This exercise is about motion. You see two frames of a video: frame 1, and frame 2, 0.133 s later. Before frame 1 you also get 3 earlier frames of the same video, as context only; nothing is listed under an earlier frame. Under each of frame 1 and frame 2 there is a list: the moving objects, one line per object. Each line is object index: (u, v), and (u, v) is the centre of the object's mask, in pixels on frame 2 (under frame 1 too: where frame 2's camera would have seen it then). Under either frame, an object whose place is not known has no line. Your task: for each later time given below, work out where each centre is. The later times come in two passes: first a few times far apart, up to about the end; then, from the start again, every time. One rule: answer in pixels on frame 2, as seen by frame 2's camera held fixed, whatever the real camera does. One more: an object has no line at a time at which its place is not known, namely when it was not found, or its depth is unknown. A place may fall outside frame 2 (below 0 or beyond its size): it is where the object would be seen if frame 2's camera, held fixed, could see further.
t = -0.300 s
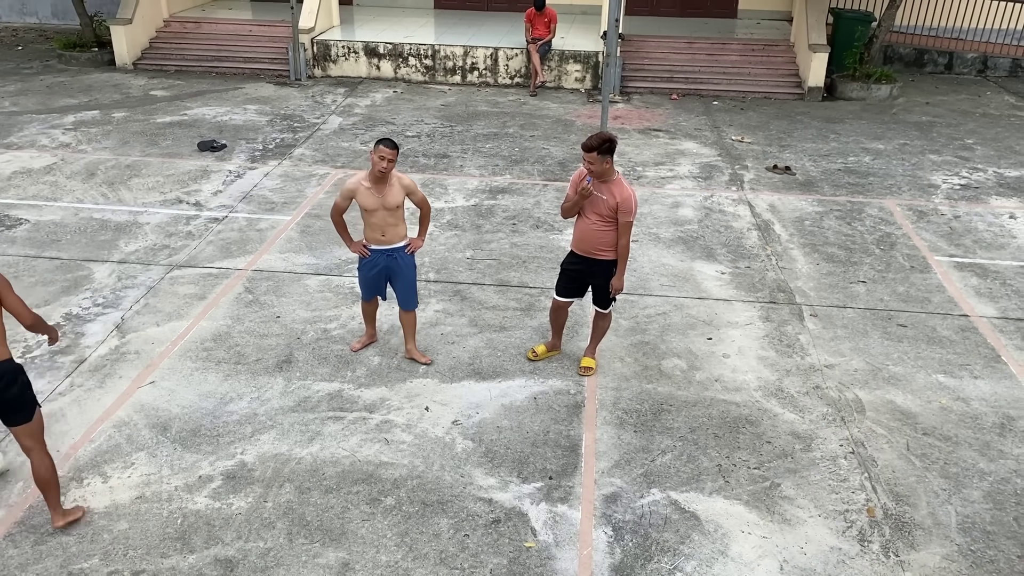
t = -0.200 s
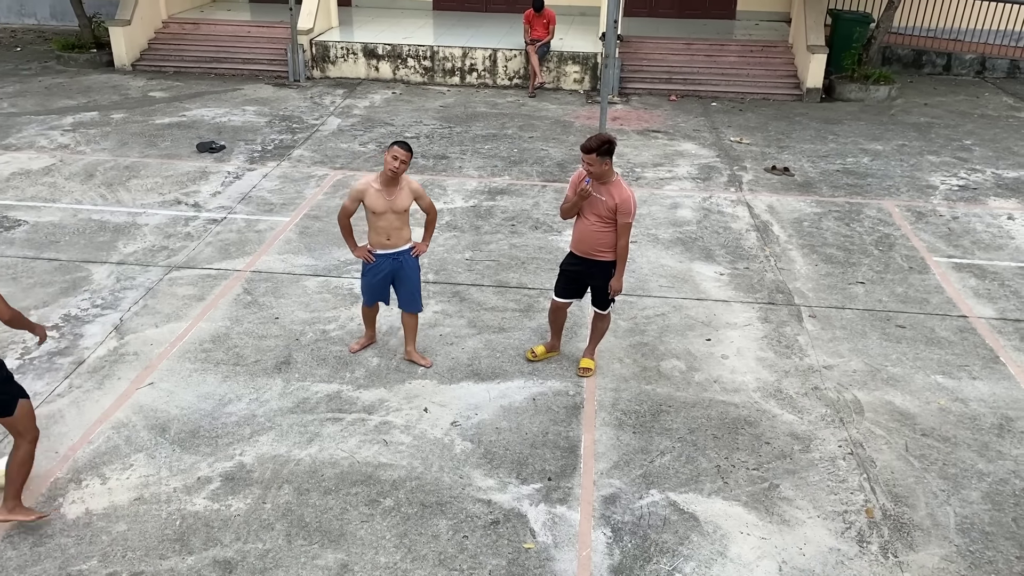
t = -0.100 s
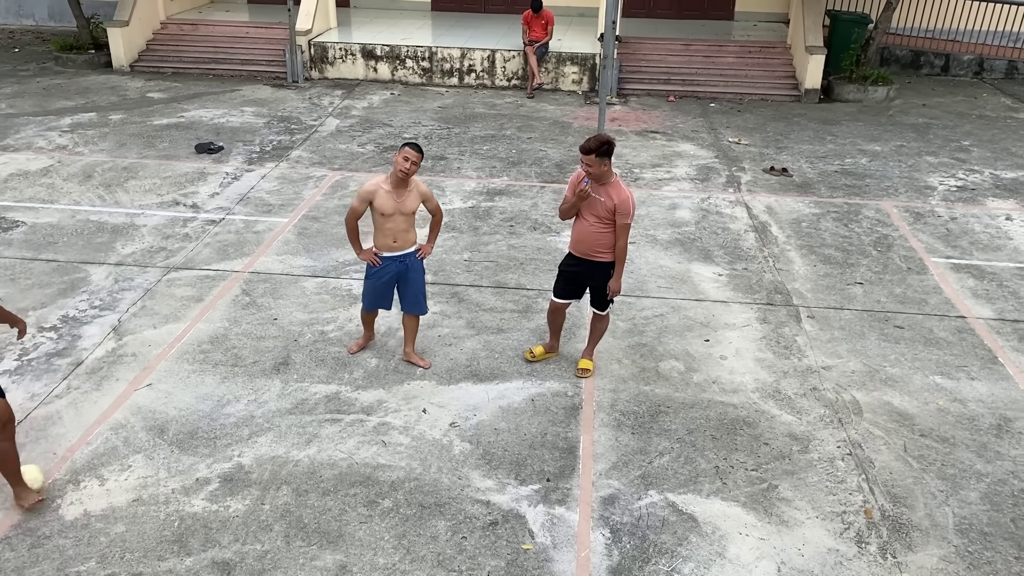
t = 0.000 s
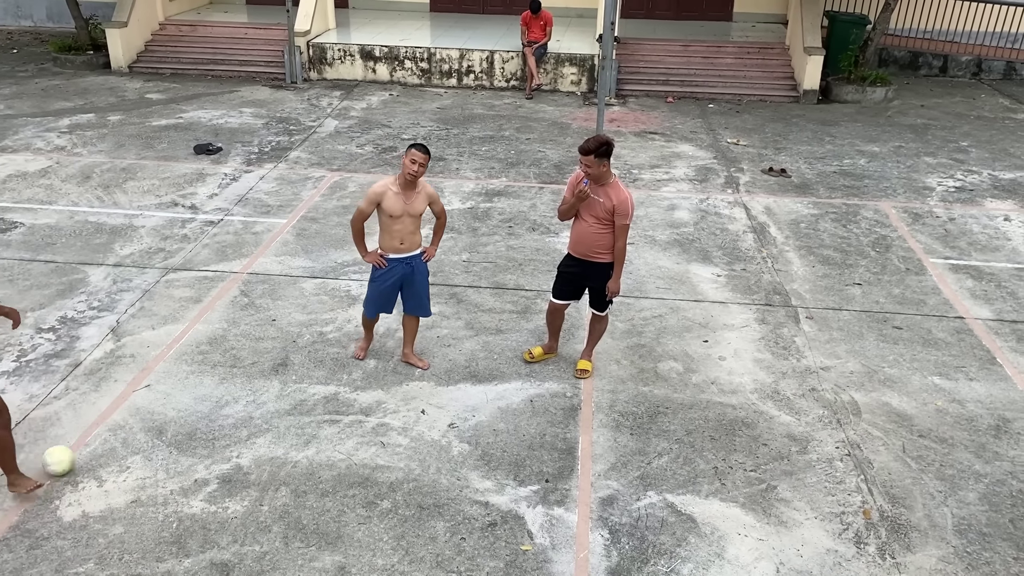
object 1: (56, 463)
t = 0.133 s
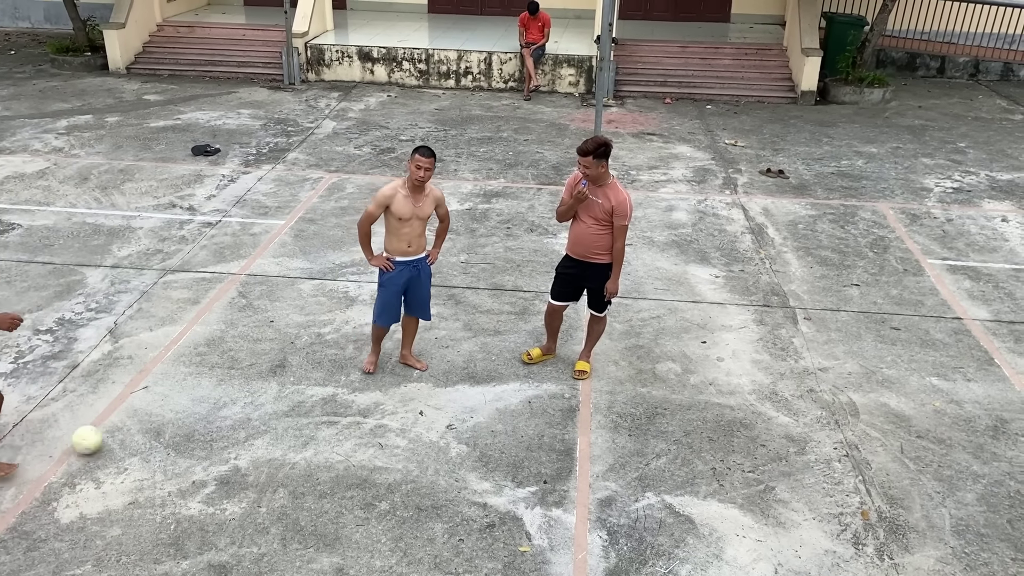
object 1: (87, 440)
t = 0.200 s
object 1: (102, 432)
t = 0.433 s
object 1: (147, 402)
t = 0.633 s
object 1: (181, 383)
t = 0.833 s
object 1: (209, 367)
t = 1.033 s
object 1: (234, 355)
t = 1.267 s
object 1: (258, 342)
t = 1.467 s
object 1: (277, 334)
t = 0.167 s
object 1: (94, 435)
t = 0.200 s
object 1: (102, 432)
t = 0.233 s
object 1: (109, 428)
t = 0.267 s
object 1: (116, 422)
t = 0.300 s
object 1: (122, 418)
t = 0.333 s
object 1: (128, 414)
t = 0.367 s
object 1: (135, 410)
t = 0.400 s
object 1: (140, 407)
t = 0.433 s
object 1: (147, 402)
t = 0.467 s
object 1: (153, 398)
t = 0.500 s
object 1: (159, 396)
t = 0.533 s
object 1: (164, 392)
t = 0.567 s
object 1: (170, 390)
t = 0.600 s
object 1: (175, 387)
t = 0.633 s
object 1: (181, 383)
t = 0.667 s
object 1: (185, 380)
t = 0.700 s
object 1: (190, 377)
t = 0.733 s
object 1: (195, 375)
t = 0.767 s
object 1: (200, 372)
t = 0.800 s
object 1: (205, 371)
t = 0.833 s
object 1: (209, 367)
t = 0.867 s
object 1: (214, 364)
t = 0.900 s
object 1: (218, 363)
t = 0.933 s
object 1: (223, 361)
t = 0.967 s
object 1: (226, 358)
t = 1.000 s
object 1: (230, 357)
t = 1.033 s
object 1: (234, 355)
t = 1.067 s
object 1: (238, 352)
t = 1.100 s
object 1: (241, 350)
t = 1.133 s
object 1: (245, 348)
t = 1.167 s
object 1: (248, 347)
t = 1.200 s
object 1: (251, 345)
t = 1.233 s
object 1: (255, 343)
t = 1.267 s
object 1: (258, 342)
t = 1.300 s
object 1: (261, 341)
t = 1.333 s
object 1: (265, 340)
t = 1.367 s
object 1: (268, 337)
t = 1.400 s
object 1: (271, 336)
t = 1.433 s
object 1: (274, 335)
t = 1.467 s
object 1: (277, 334)
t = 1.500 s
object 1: (280, 332)
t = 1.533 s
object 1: (282, 330)
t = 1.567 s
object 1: (285, 329)
